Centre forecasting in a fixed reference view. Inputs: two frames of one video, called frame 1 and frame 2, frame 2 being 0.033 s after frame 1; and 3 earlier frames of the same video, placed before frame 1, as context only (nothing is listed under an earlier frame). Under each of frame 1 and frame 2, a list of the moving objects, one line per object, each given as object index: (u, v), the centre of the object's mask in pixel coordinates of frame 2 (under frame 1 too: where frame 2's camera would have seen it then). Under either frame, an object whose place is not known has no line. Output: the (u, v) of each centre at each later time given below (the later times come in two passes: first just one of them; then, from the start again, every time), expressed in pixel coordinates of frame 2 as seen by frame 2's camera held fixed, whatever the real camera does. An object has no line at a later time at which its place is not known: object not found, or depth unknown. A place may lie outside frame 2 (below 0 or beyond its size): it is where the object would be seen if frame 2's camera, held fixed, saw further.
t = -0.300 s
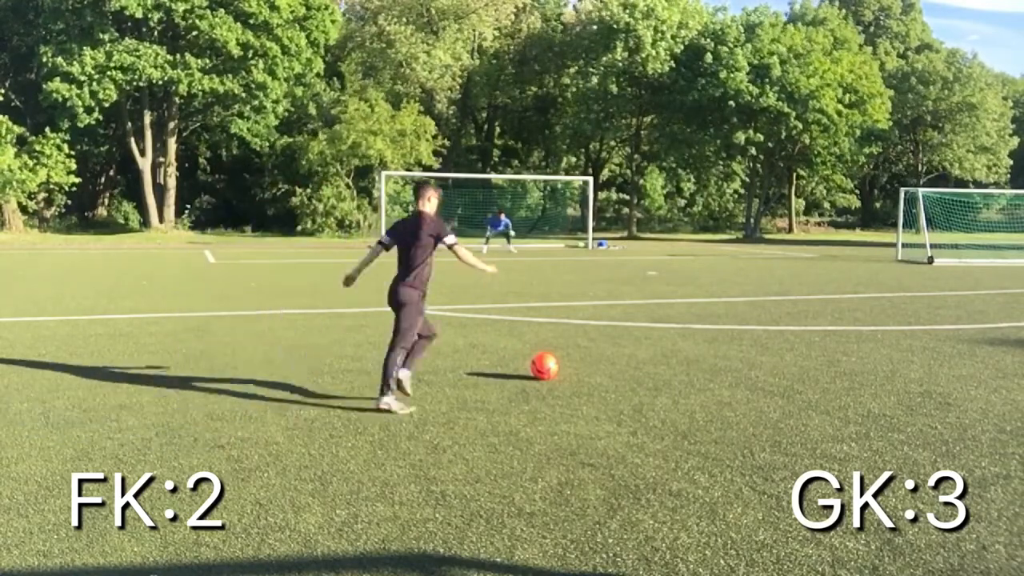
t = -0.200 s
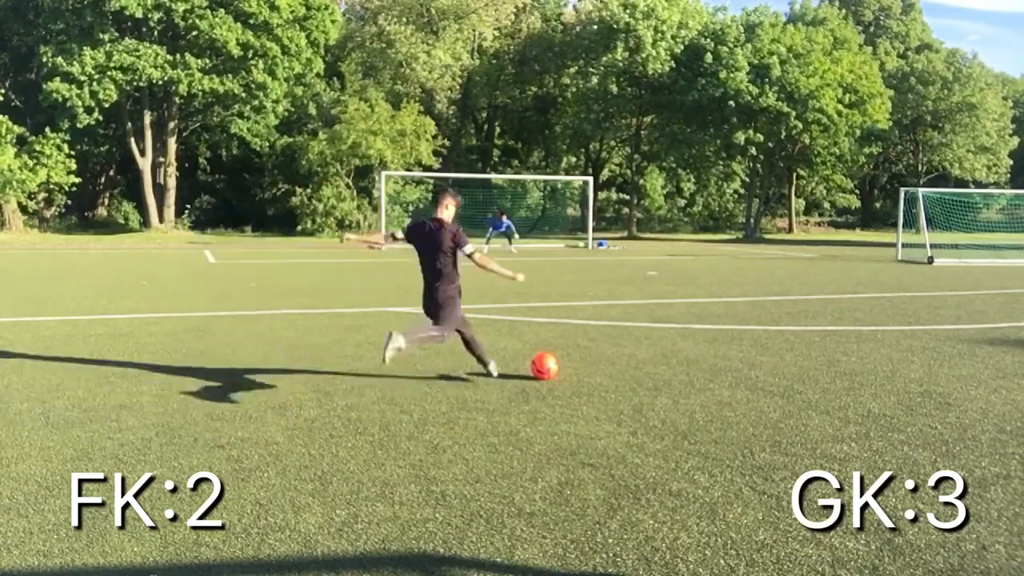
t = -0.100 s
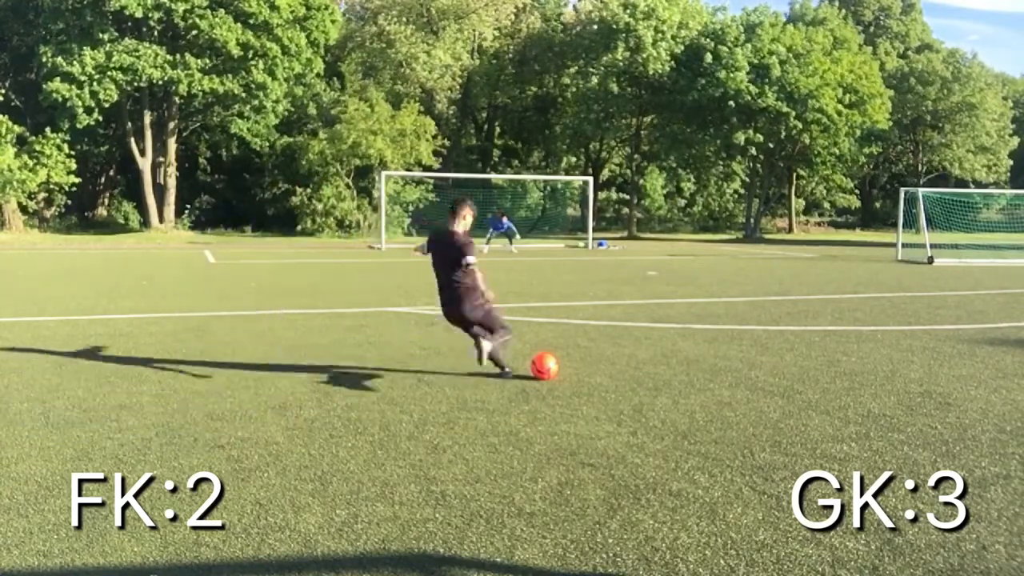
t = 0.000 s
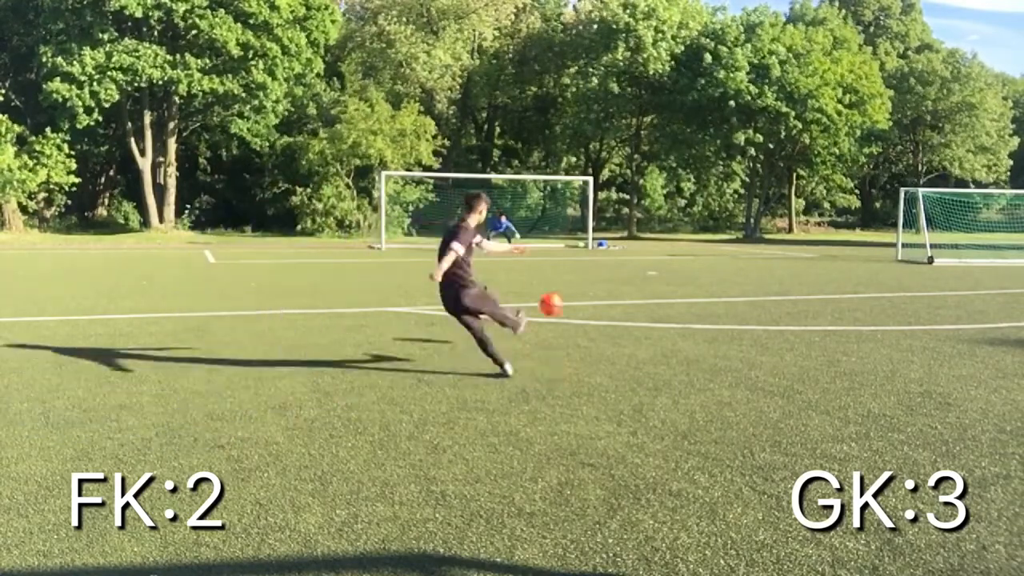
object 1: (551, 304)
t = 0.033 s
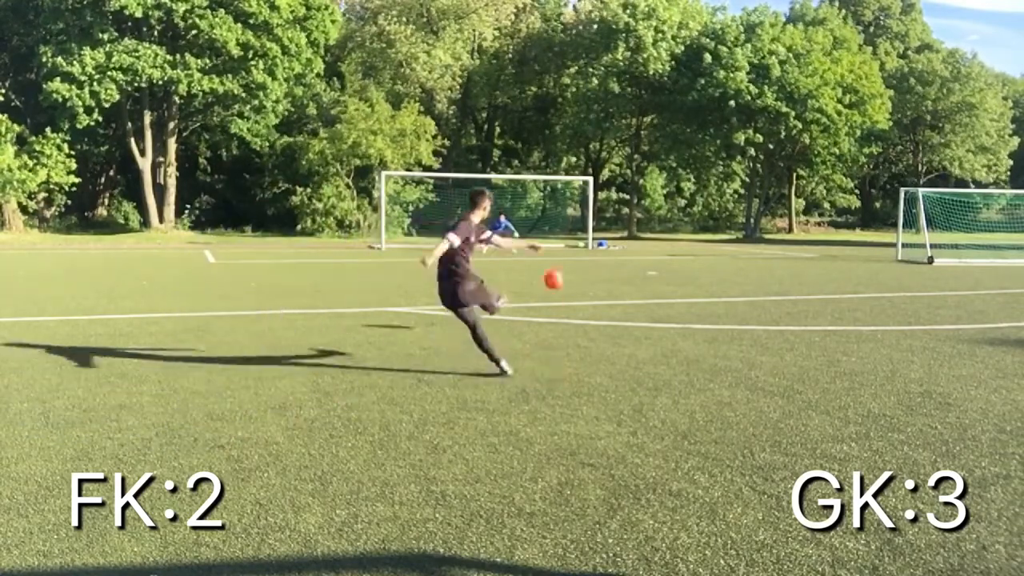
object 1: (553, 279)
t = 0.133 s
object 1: (558, 233)
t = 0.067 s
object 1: (555, 259)
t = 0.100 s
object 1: (556, 244)
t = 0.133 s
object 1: (558, 233)
